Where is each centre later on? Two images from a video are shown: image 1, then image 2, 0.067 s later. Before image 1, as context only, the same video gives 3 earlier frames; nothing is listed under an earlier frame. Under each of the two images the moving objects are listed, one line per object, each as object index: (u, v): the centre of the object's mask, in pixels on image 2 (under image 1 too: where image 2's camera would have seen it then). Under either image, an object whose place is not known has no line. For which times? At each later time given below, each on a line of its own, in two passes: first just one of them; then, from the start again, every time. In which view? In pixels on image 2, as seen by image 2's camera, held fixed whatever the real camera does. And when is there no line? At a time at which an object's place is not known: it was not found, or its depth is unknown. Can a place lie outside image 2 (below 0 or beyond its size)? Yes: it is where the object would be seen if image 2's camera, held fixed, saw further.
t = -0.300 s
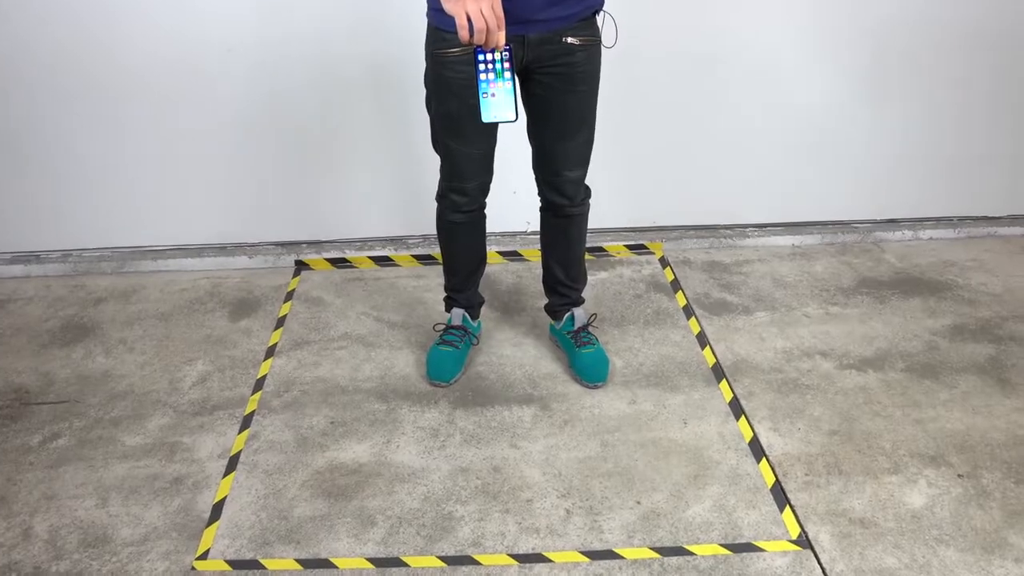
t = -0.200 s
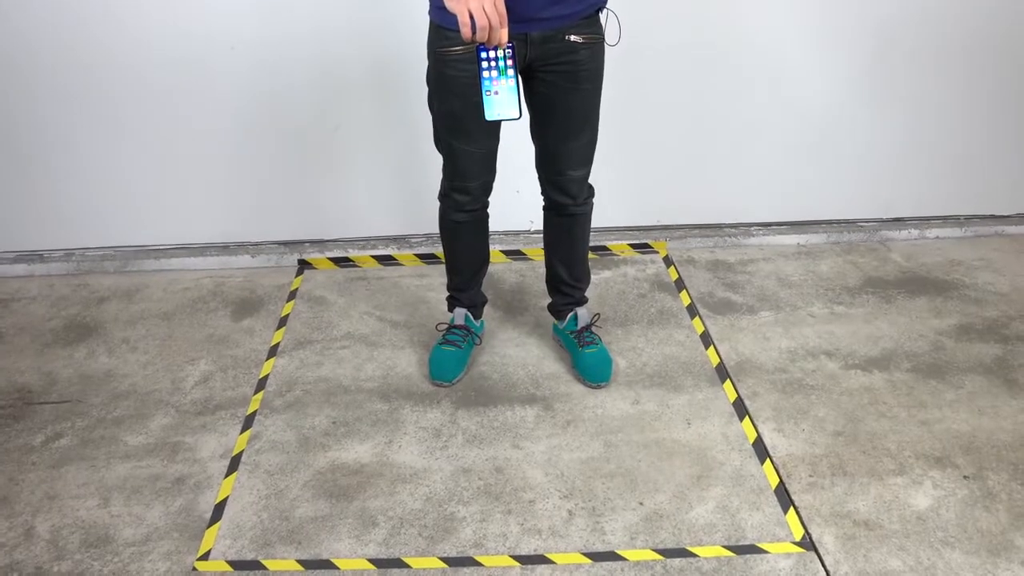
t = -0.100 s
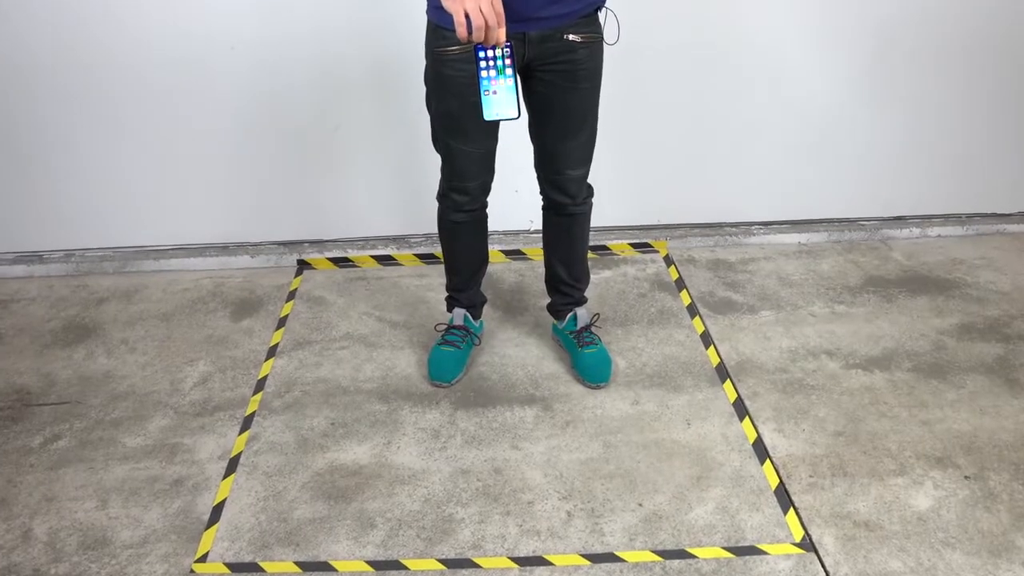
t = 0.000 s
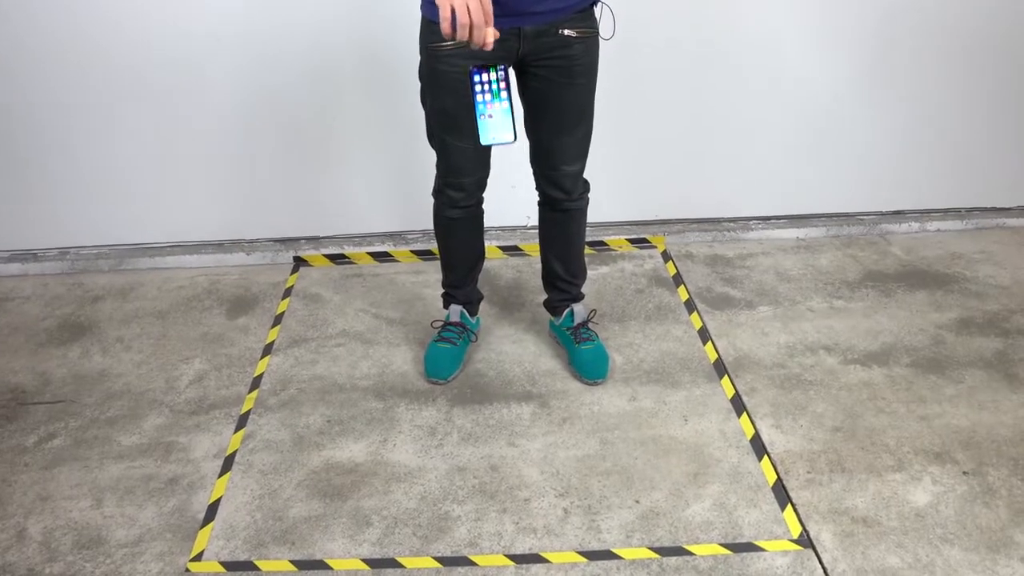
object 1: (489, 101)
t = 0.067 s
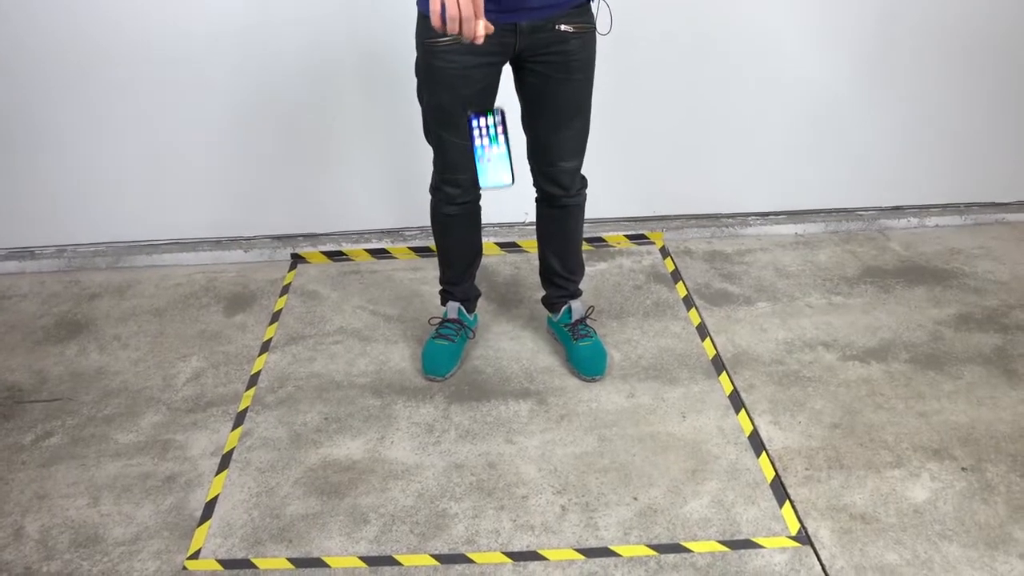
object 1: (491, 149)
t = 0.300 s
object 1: (500, 408)
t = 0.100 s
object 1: (492, 180)
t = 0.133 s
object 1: (493, 215)
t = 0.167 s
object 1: (494, 254)
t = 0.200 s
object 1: (495, 295)
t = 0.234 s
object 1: (496, 336)
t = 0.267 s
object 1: (498, 378)
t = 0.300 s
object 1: (500, 408)
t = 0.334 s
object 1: (501, 409)
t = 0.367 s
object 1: (503, 401)
